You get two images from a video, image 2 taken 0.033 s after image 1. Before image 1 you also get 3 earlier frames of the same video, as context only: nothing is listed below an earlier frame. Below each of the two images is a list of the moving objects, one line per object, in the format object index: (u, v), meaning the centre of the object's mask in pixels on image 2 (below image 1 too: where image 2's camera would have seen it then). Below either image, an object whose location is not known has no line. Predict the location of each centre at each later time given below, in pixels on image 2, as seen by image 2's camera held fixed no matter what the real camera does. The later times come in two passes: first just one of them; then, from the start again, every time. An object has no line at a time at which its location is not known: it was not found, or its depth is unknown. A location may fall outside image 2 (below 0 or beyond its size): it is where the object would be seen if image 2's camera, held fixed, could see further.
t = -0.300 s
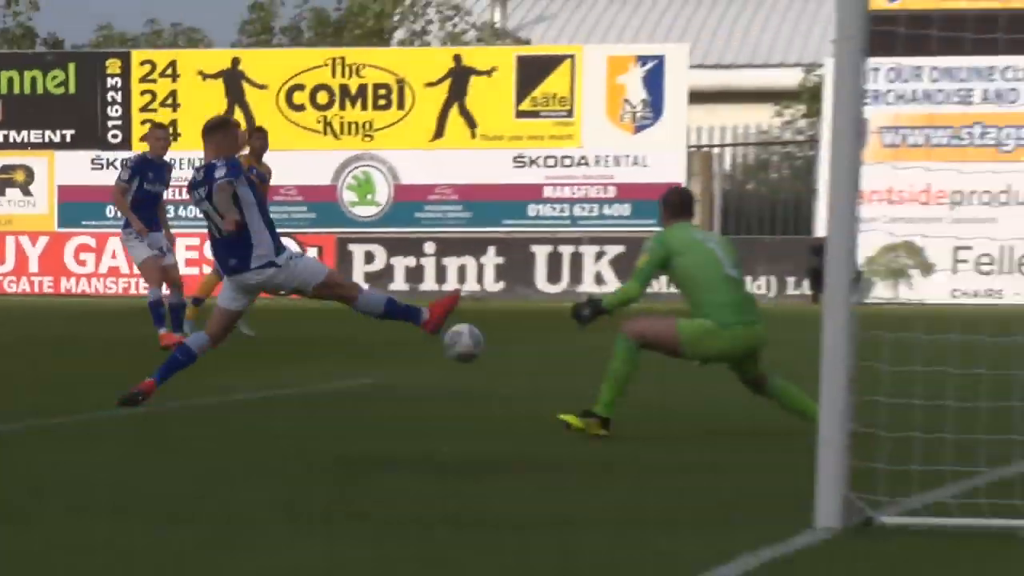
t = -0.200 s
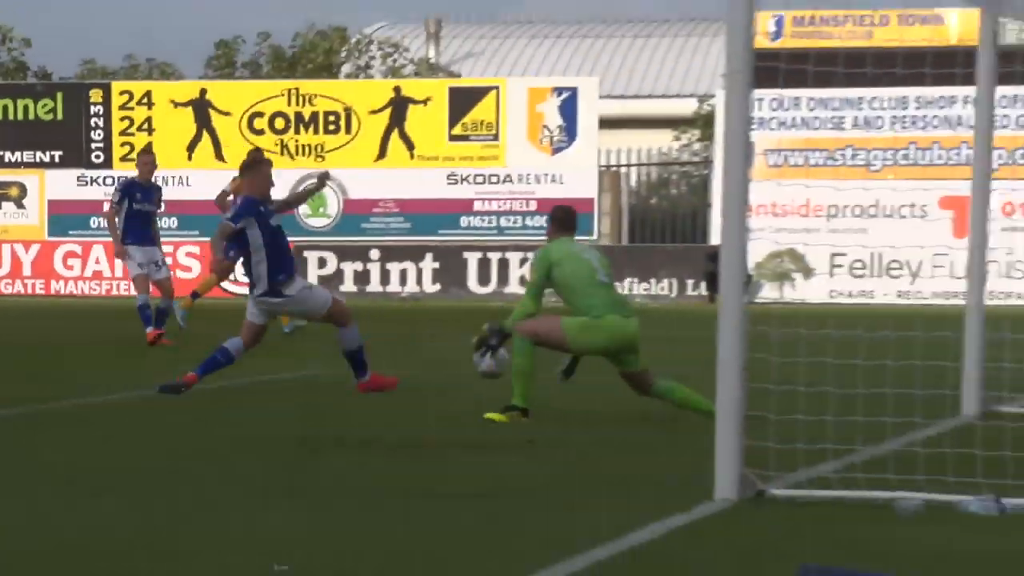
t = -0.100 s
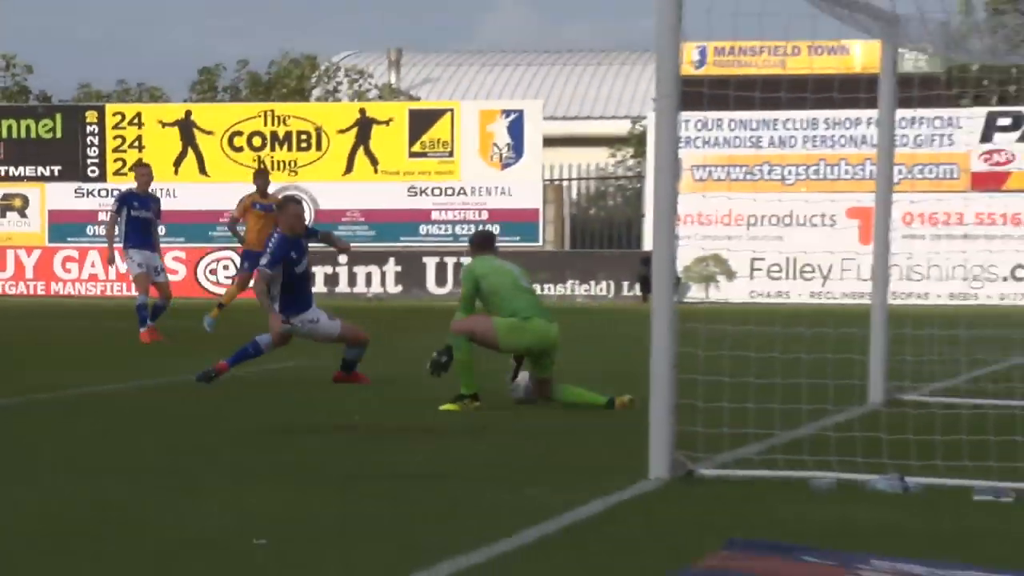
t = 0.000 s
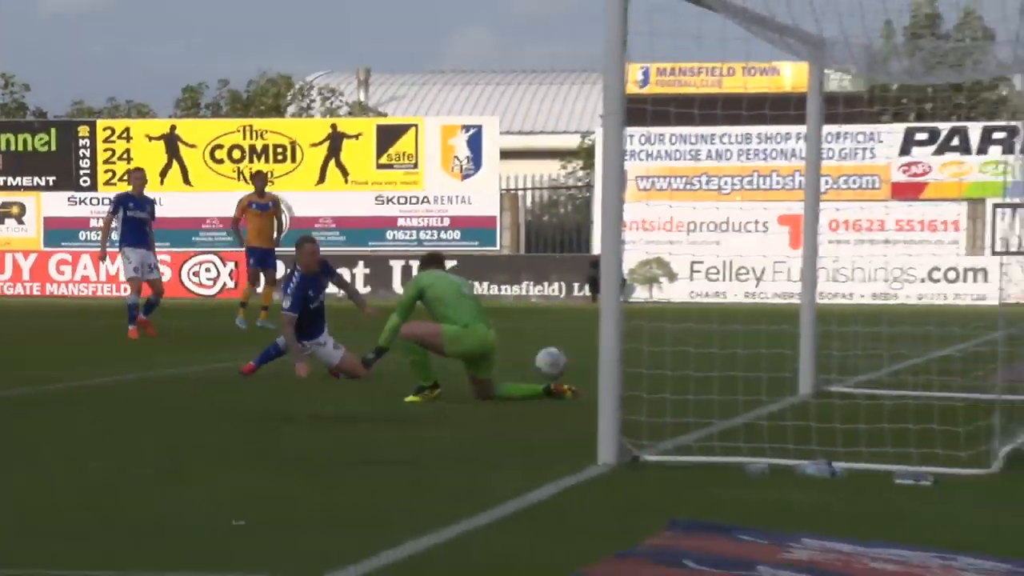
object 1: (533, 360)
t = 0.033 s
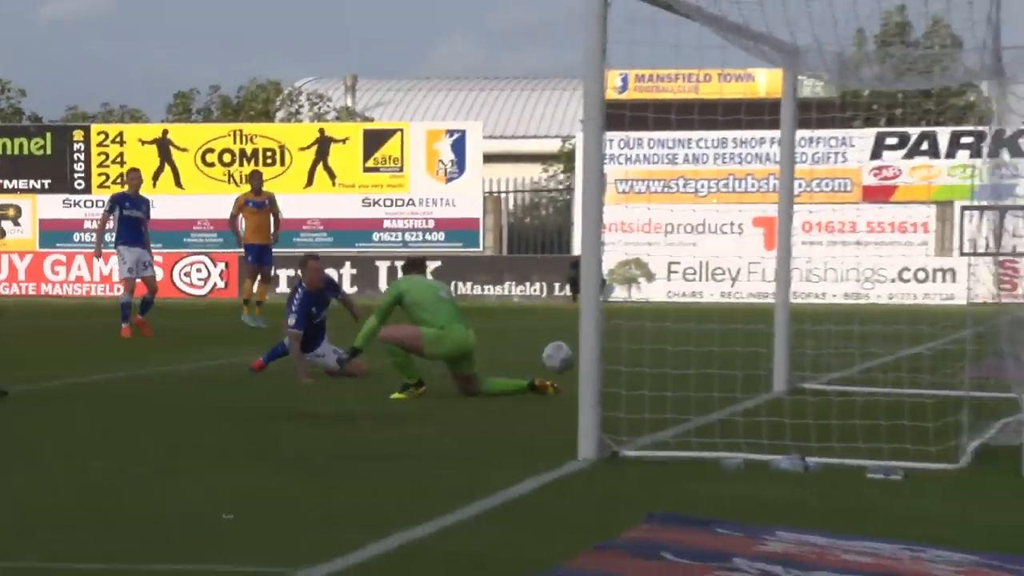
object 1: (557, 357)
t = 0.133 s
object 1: (625, 358)
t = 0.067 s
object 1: (568, 356)
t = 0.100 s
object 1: (606, 352)
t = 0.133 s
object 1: (625, 358)
